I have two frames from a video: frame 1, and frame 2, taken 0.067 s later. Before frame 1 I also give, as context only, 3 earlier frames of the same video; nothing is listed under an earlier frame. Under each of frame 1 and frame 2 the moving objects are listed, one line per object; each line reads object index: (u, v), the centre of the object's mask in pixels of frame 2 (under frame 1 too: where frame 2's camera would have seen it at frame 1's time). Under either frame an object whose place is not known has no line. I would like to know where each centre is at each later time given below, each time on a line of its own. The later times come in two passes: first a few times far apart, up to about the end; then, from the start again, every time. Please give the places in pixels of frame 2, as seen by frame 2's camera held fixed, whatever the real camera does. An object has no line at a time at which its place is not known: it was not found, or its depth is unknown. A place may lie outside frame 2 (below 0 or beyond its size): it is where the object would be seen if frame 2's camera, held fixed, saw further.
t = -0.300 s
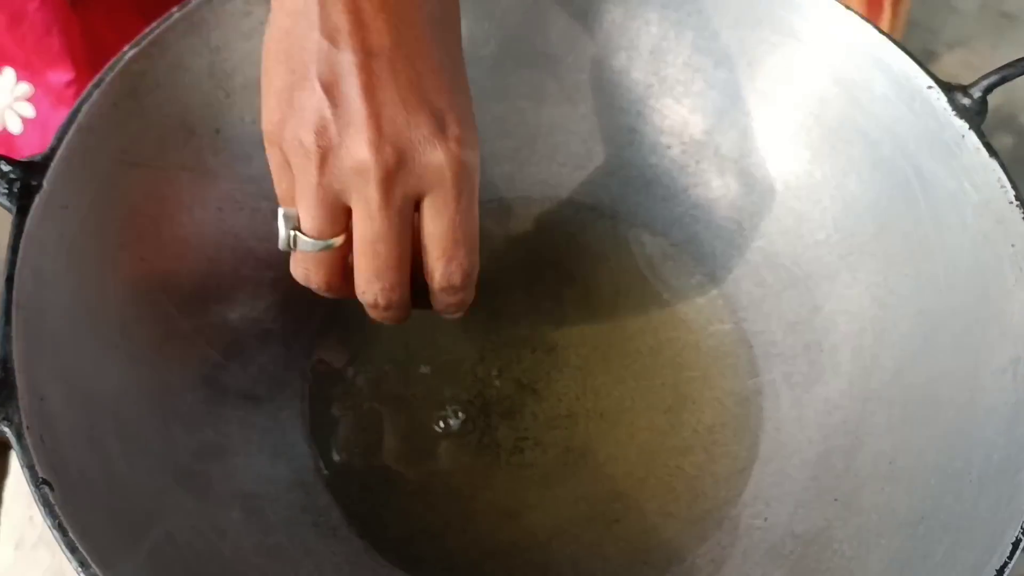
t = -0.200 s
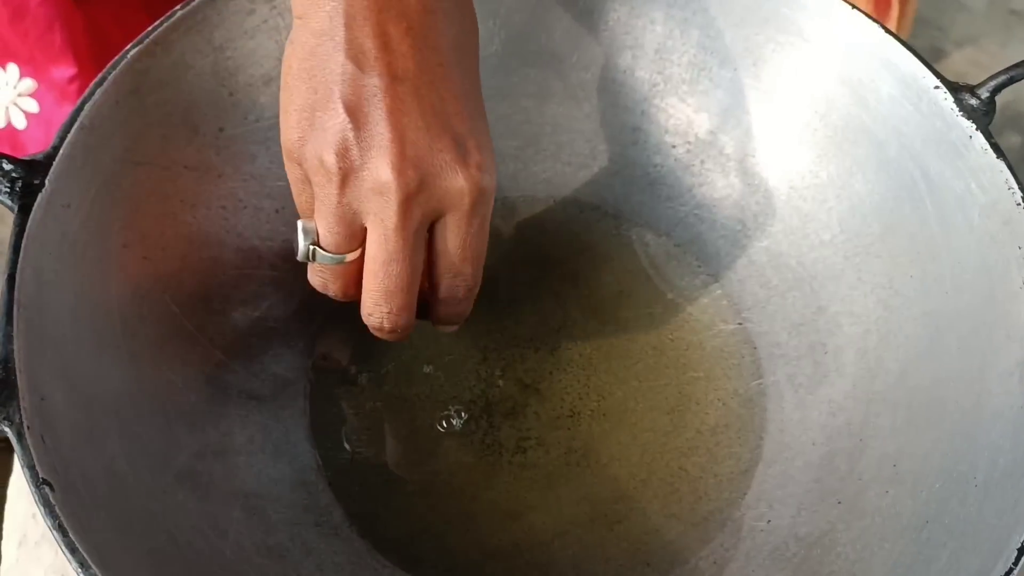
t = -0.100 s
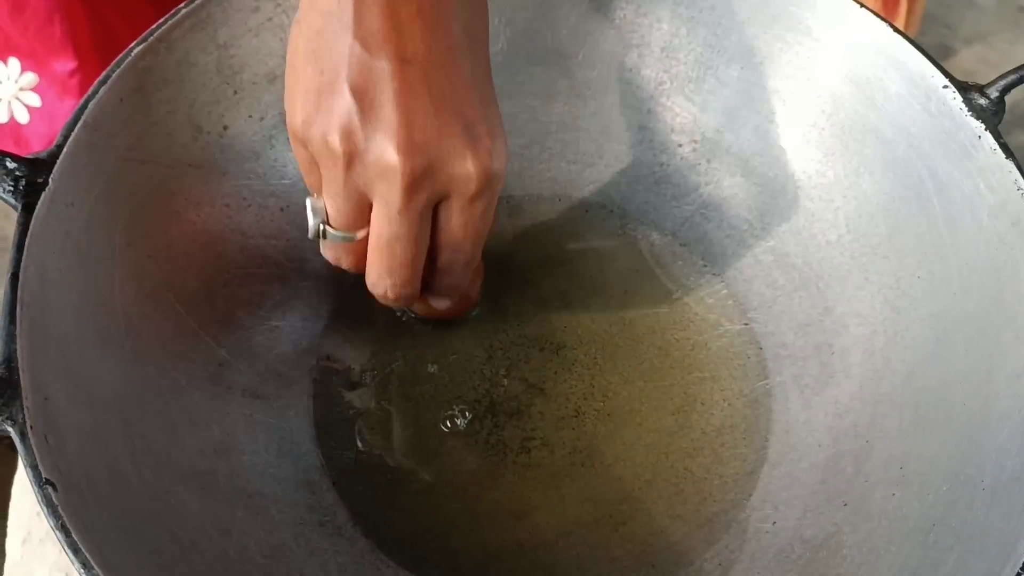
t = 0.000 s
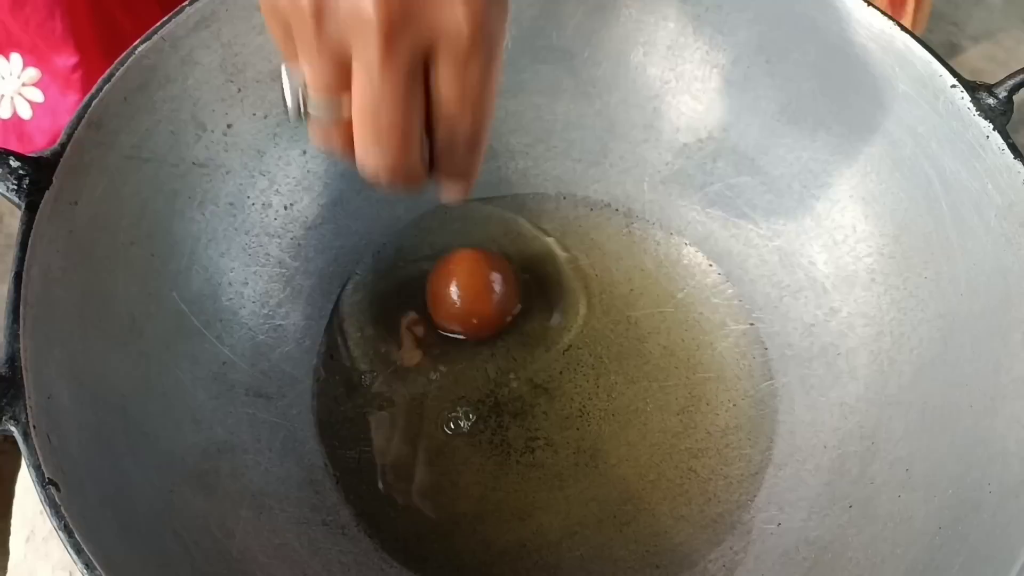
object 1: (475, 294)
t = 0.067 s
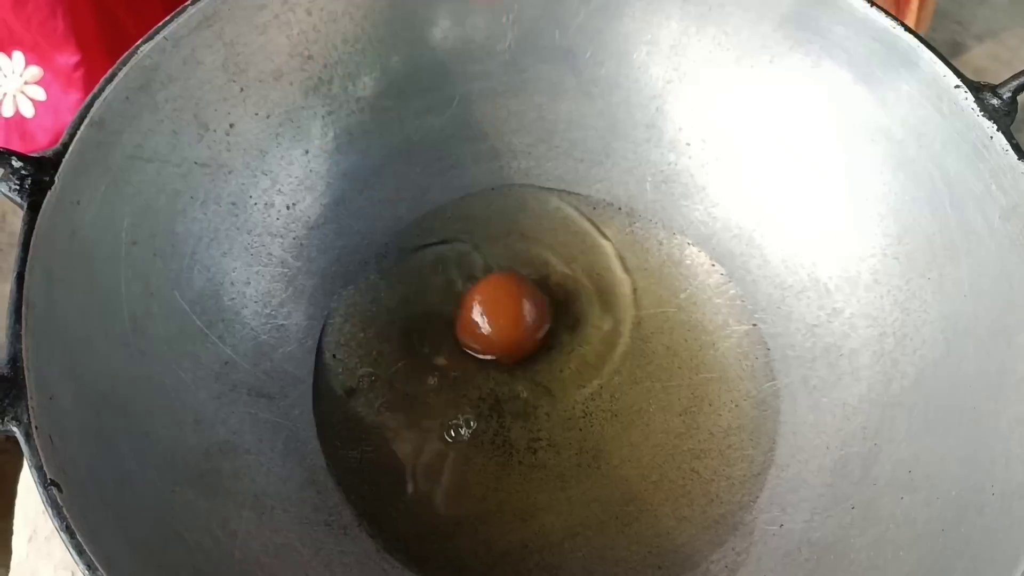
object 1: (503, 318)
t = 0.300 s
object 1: (566, 389)
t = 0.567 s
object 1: (566, 395)
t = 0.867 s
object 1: (567, 394)
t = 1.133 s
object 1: (566, 393)
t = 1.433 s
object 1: (566, 390)
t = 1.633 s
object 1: (566, 393)
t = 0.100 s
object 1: (516, 331)
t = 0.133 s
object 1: (528, 343)
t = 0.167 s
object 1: (539, 355)
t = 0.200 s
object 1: (548, 366)
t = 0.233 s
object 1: (556, 375)
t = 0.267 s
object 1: (562, 383)
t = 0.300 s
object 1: (566, 389)
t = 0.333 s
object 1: (567, 393)
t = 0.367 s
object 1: (568, 396)
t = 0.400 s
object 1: (566, 397)
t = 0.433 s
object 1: (567, 396)
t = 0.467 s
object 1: (567, 396)
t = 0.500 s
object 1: (567, 395)
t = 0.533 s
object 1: (567, 395)
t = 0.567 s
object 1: (566, 395)
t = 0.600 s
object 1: (568, 392)
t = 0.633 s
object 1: (567, 395)
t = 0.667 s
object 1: (566, 396)
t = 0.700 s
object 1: (567, 396)
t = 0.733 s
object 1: (567, 395)
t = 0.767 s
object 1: (567, 394)
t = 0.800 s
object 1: (566, 393)
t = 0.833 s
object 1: (567, 394)
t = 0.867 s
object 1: (567, 394)
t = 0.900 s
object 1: (565, 394)
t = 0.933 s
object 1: (566, 393)
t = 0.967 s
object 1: (565, 393)
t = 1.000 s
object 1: (566, 393)
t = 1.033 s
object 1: (565, 394)
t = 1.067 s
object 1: (566, 392)
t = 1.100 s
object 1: (565, 394)
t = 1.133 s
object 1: (566, 393)
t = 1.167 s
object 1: (566, 391)
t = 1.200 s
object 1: (566, 393)
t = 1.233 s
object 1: (566, 393)
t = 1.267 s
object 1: (565, 393)
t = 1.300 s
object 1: (566, 392)
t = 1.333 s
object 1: (567, 391)
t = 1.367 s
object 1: (566, 392)
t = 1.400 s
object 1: (565, 393)
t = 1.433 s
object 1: (566, 390)
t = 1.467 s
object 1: (565, 392)
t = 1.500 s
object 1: (564, 393)
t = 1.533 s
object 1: (565, 392)
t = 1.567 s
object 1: (565, 393)
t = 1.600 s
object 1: (566, 392)
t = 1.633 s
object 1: (566, 393)
